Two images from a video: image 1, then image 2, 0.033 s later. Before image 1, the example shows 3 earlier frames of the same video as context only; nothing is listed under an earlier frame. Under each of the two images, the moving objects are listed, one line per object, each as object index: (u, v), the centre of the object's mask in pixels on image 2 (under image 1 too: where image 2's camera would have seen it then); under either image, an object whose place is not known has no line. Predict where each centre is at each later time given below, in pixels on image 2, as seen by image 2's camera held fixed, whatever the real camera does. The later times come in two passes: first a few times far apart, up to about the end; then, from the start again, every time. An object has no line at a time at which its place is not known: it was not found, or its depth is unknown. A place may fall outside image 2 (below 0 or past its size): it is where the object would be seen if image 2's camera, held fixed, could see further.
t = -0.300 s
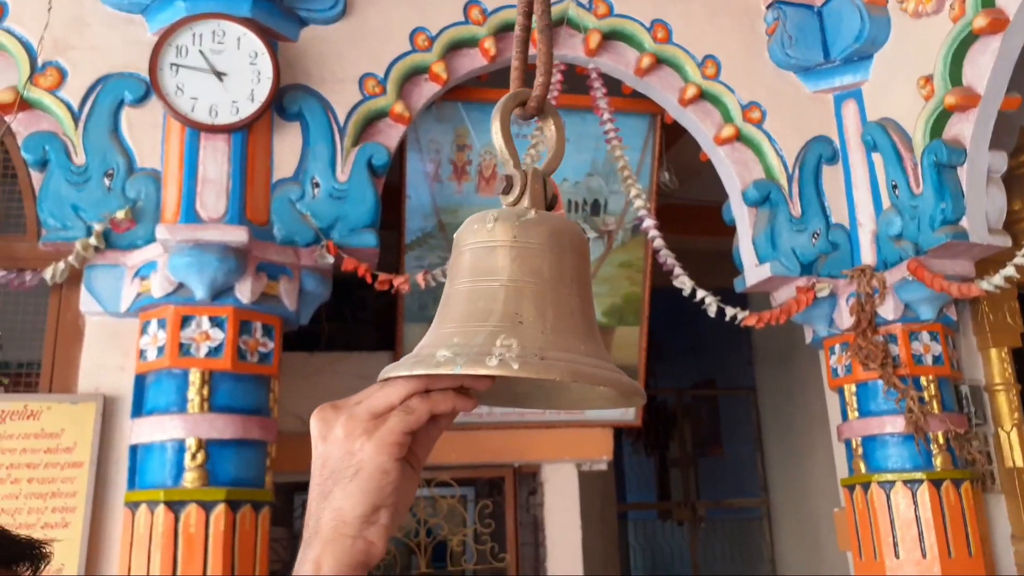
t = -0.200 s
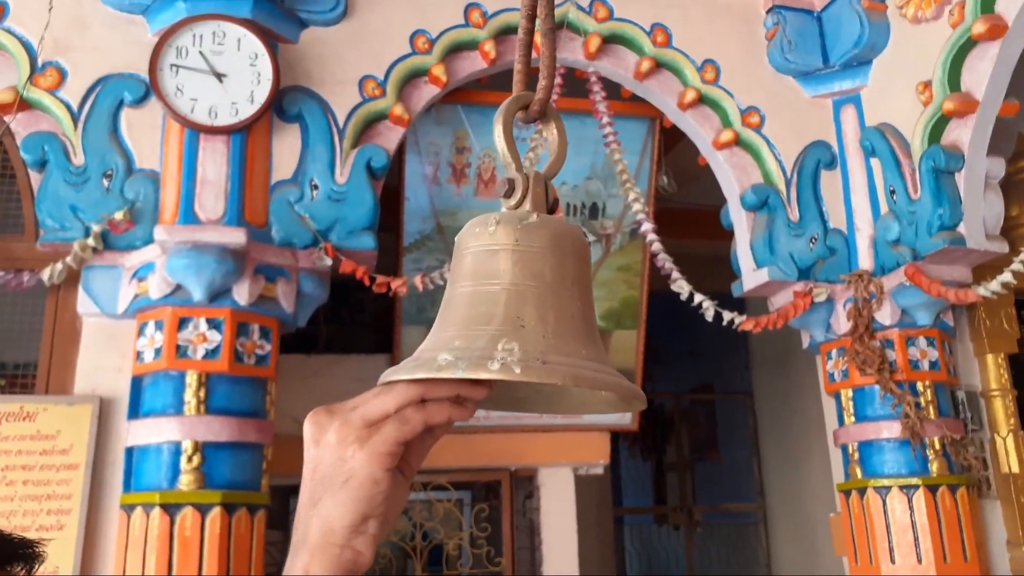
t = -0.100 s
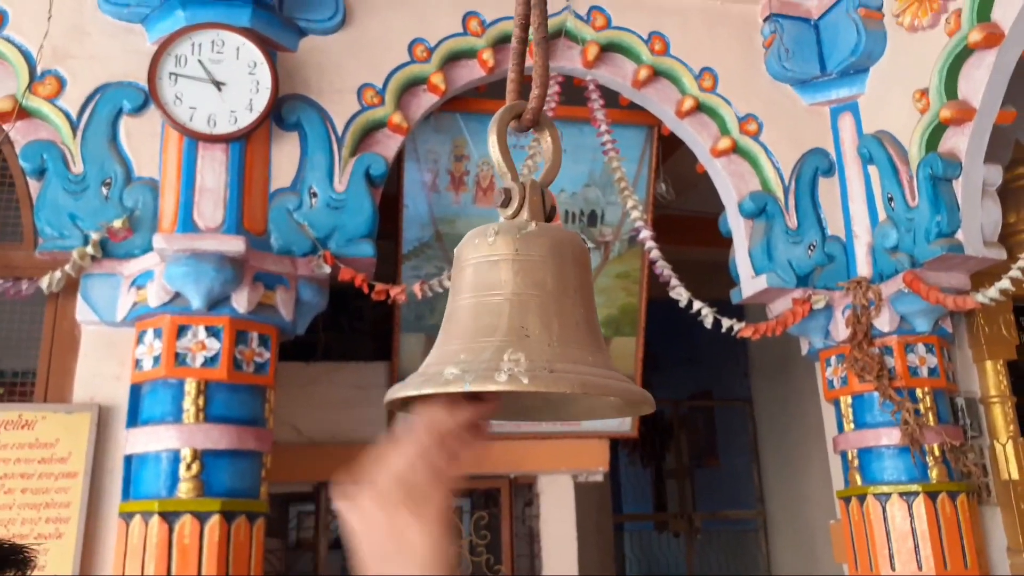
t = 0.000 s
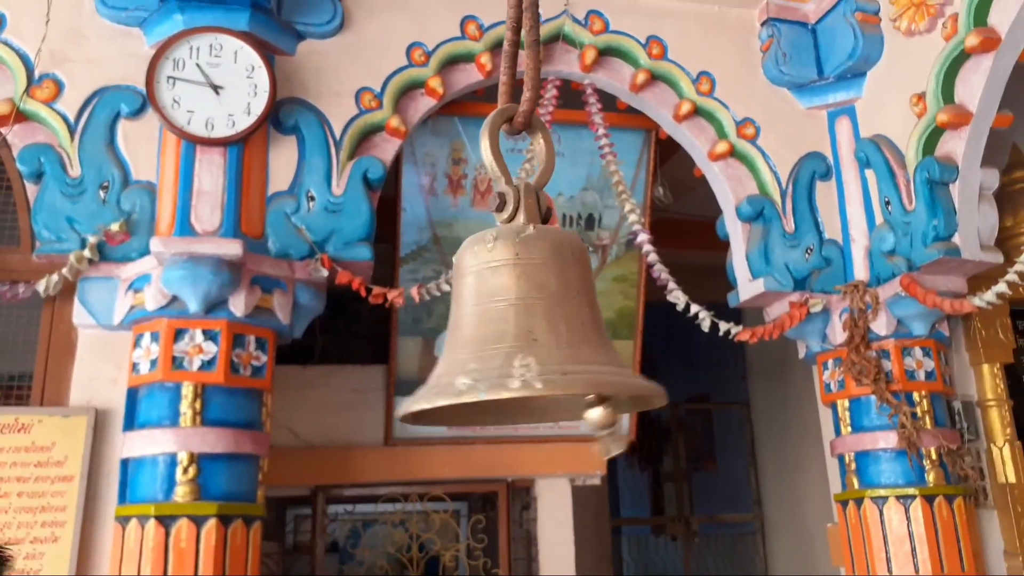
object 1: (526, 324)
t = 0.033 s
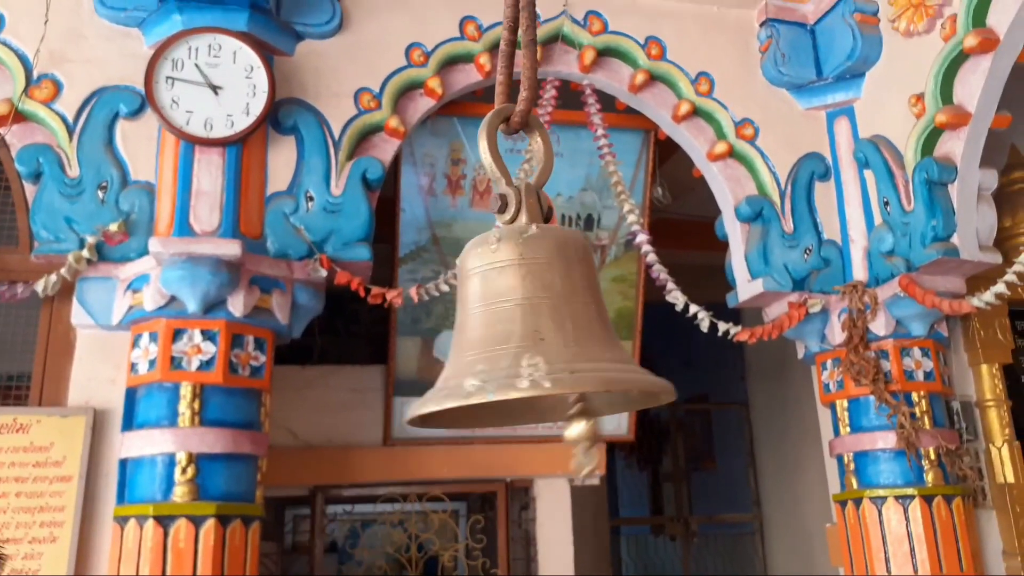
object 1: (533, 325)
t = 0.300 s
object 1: (590, 322)
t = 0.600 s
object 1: (674, 315)
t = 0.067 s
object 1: (540, 323)
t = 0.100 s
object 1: (546, 323)
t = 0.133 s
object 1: (551, 324)
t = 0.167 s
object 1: (558, 322)
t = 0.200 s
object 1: (565, 321)
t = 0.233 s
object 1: (572, 320)
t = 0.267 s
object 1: (580, 321)
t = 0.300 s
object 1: (590, 322)
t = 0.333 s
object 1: (602, 318)
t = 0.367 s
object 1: (614, 325)
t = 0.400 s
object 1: (626, 322)
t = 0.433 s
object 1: (637, 318)
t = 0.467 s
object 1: (645, 314)
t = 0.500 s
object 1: (652, 311)
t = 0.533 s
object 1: (659, 312)
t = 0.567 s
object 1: (667, 312)
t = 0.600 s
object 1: (674, 315)
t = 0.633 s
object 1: (679, 316)
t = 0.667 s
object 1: (684, 316)
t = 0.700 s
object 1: (690, 316)
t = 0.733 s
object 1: (695, 313)
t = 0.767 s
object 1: (700, 312)
